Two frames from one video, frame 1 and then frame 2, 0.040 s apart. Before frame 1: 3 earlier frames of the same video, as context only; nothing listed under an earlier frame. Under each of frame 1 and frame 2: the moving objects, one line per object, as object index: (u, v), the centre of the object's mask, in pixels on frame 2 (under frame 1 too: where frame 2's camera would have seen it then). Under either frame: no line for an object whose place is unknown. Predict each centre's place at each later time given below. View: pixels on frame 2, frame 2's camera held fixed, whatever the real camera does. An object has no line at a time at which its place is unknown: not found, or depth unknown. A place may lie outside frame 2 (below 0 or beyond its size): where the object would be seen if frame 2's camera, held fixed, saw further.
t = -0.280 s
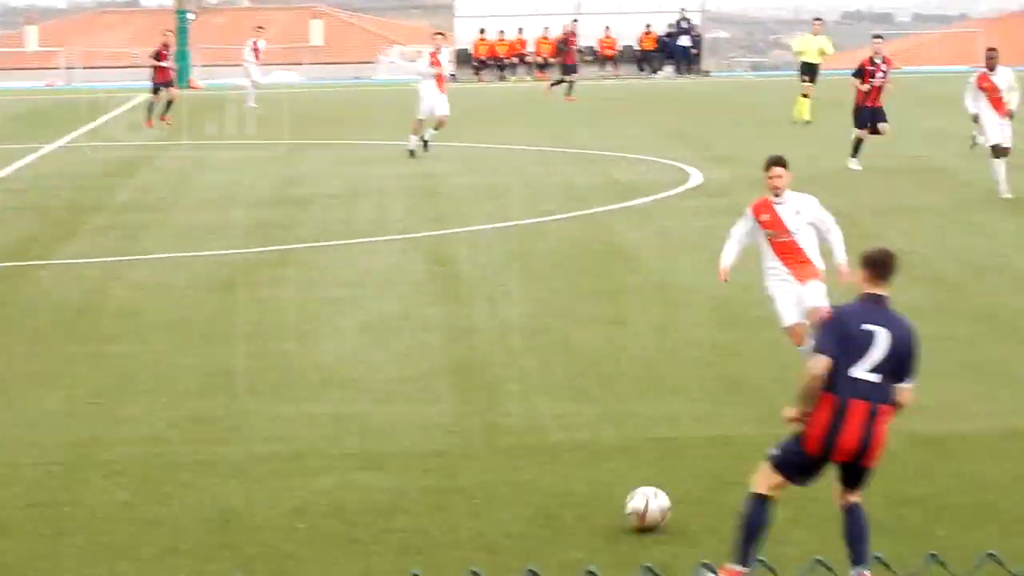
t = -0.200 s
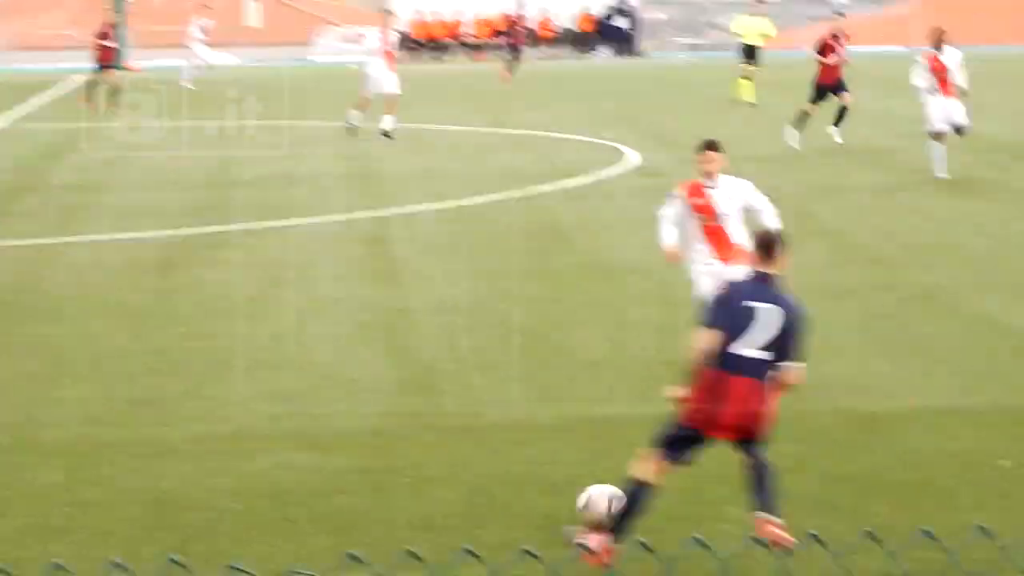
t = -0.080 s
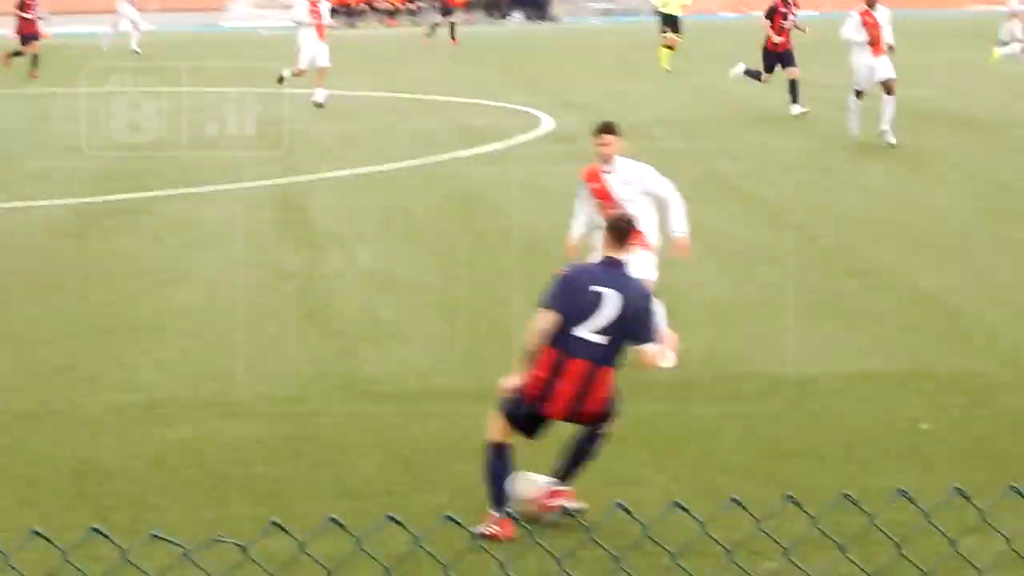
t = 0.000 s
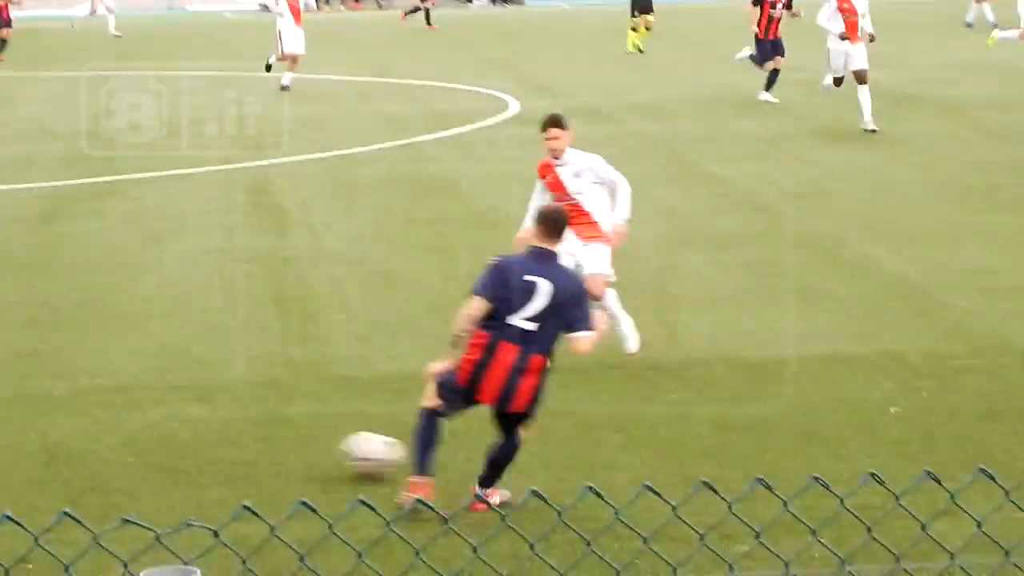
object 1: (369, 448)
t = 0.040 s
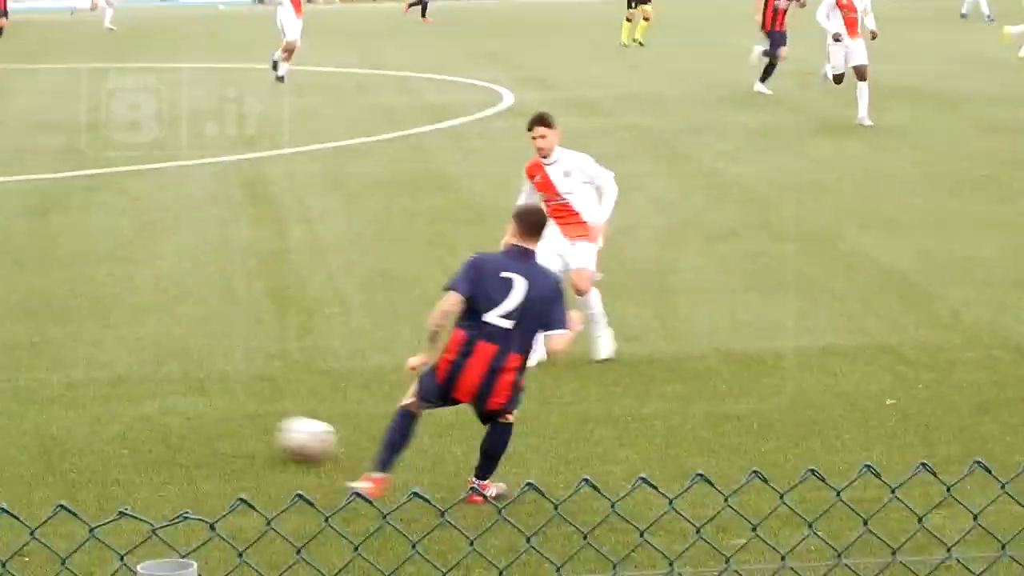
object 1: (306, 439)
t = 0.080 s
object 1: (249, 426)
